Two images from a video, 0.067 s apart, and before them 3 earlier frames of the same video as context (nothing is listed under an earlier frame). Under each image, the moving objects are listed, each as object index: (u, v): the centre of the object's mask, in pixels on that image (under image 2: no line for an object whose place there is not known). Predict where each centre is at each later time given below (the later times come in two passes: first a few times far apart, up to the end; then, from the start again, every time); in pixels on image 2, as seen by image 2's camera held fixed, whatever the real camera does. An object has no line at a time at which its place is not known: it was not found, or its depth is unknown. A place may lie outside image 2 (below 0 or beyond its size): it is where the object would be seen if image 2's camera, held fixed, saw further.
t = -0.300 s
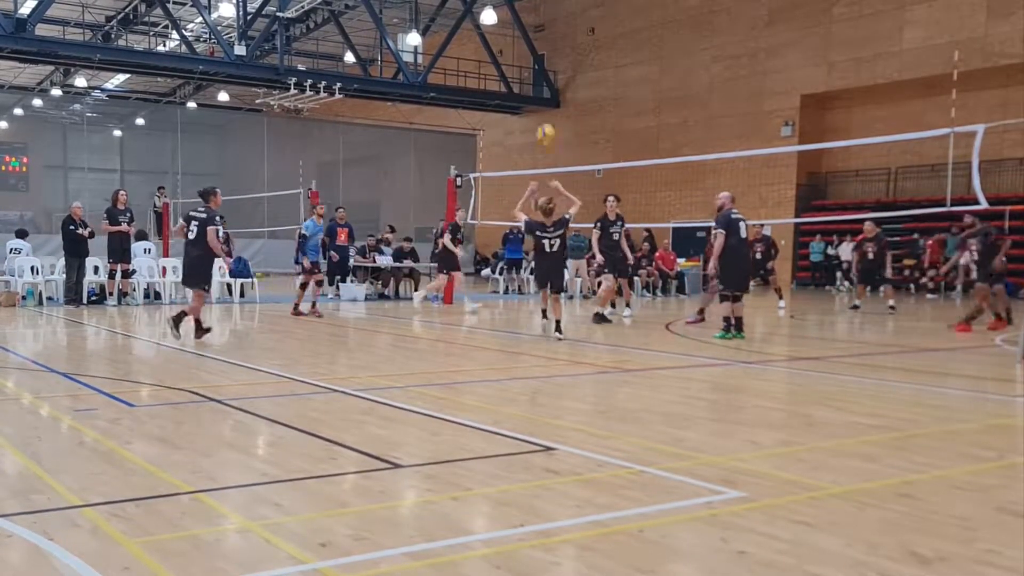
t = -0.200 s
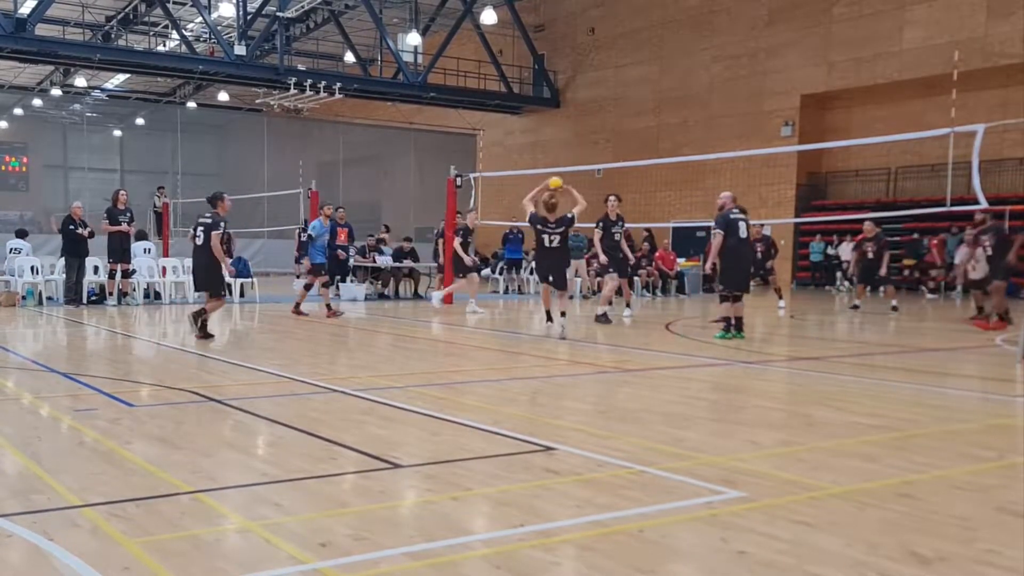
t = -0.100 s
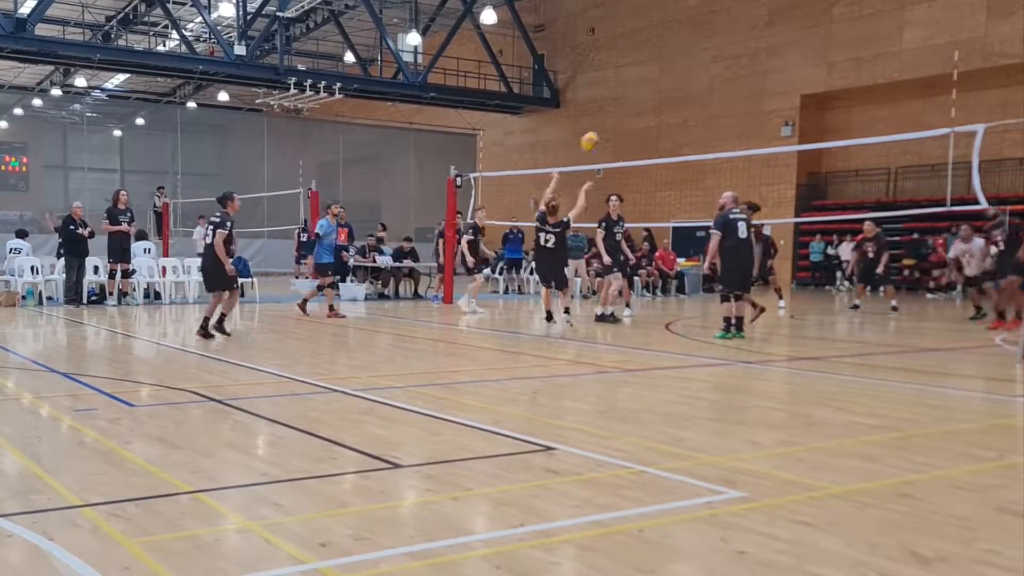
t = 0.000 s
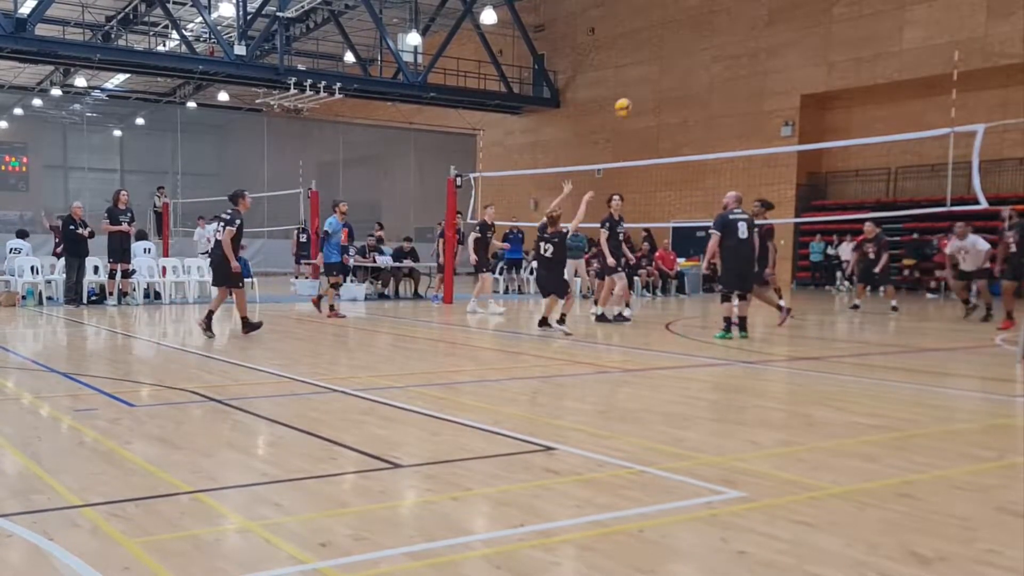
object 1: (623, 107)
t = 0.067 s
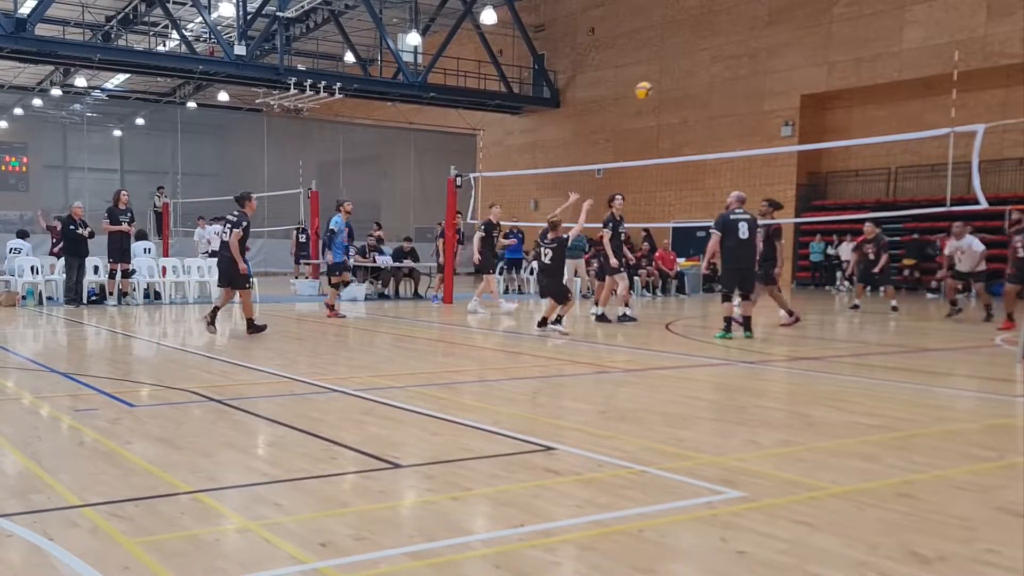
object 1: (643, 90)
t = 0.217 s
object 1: (685, 69)
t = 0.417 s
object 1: (730, 69)
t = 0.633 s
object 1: (769, 95)
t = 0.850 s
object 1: (802, 141)
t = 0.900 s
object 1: (808, 158)
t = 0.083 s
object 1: (648, 86)
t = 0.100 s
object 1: (653, 83)
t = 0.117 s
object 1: (658, 81)
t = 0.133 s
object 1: (662, 77)
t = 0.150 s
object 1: (667, 75)
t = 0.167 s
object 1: (672, 73)
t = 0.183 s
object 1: (676, 71)
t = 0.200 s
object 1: (681, 70)
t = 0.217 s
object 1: (685, 69)
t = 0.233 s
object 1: (689, 67)
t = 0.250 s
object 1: (693, 67)
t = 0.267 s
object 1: (697, 66)
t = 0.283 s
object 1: (701, 65)
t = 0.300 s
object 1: (705, 64)
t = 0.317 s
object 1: (708, 64)
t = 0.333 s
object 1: (712, 65)
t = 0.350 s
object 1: (716, 65)
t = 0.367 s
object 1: (720, 65)
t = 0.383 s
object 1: (723, 67)
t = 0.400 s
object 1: (726, 67)
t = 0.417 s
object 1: (730, 69)
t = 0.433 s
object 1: (733, 69)
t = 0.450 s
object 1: (736, 71)
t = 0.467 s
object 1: (739, 72)
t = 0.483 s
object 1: (743, 74)
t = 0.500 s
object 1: (746, 75)
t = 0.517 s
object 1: (750, 77)
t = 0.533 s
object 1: (752, 79)
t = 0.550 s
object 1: (755, 82)
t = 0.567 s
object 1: (758, 84)
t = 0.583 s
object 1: (761, 87)
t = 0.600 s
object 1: (763, 90)
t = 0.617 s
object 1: (766, 93)
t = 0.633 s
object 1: (769, 95)
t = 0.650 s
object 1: (772, 99)
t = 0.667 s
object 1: (774, 102)
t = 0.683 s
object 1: (777, 105)
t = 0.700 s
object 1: (779, 108)
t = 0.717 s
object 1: (782, 111)
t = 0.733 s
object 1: (785, 114)
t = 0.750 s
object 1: (788, 119)
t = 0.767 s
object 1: (789, 123)
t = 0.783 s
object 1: (793, 127)
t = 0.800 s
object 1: (795, 132)
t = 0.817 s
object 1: (797, 136)
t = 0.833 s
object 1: (799, 139)
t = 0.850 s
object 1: (802, 141)
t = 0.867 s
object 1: (804, 153)
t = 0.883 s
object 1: (806, 154)
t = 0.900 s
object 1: (808, 158)
